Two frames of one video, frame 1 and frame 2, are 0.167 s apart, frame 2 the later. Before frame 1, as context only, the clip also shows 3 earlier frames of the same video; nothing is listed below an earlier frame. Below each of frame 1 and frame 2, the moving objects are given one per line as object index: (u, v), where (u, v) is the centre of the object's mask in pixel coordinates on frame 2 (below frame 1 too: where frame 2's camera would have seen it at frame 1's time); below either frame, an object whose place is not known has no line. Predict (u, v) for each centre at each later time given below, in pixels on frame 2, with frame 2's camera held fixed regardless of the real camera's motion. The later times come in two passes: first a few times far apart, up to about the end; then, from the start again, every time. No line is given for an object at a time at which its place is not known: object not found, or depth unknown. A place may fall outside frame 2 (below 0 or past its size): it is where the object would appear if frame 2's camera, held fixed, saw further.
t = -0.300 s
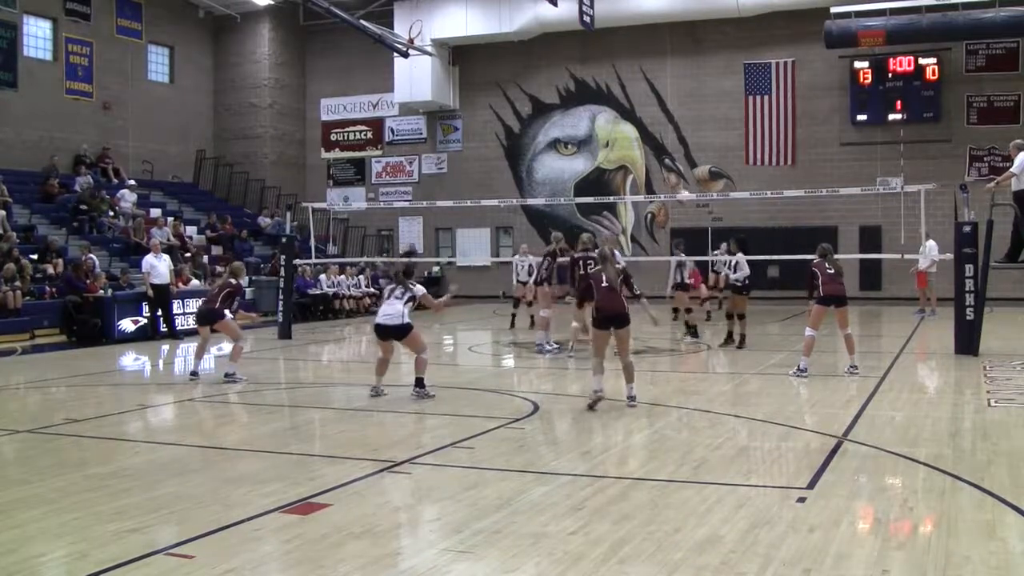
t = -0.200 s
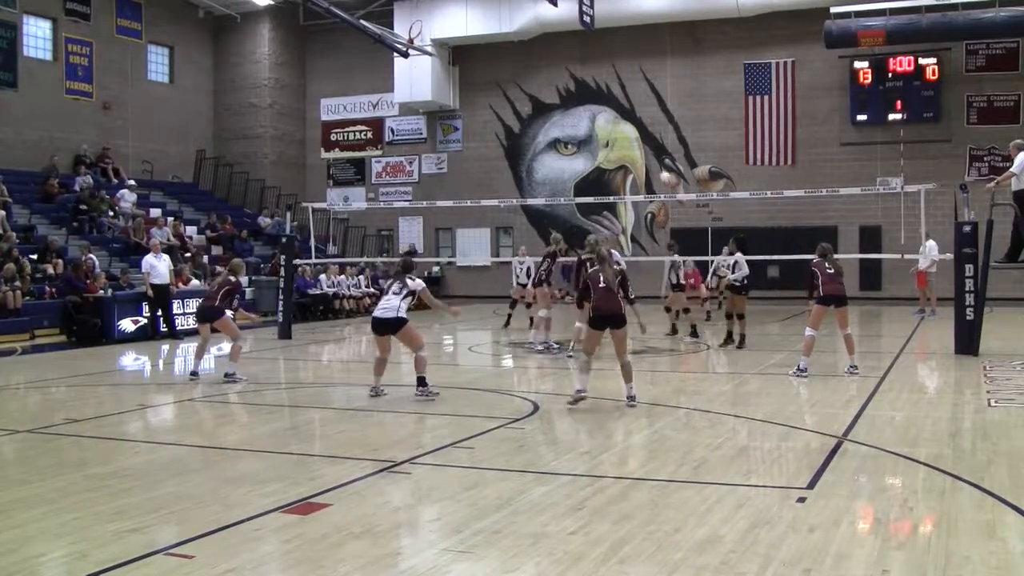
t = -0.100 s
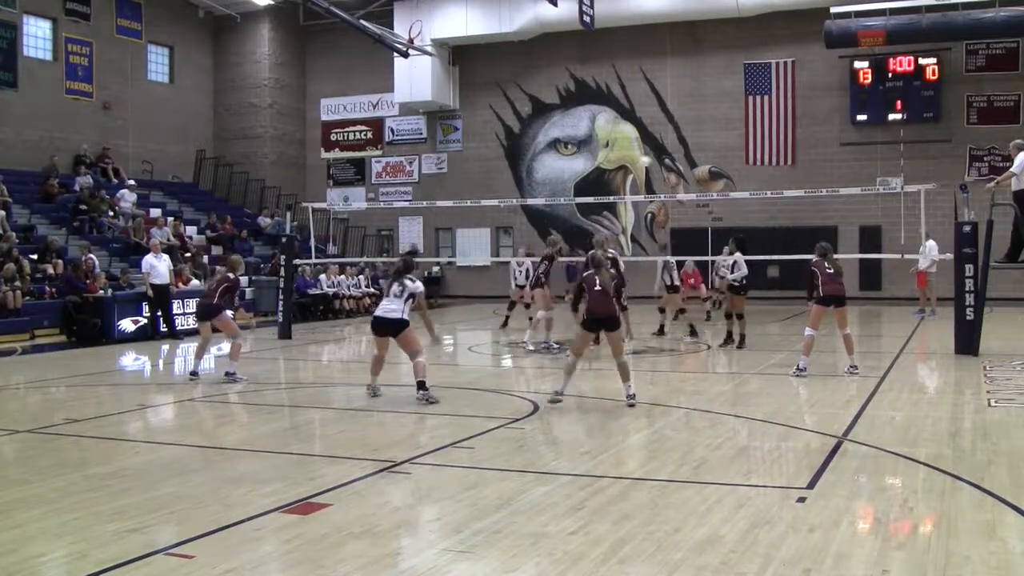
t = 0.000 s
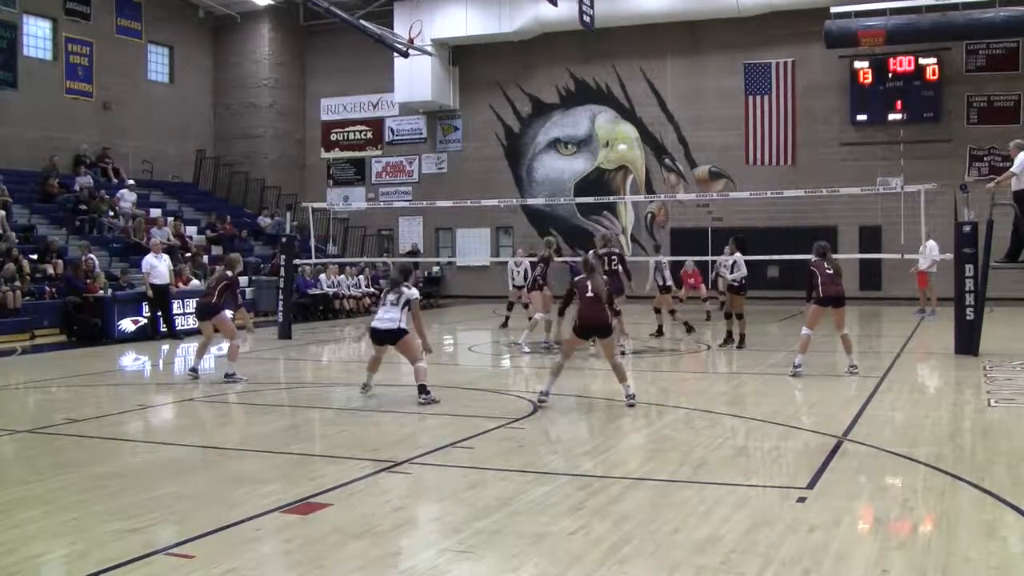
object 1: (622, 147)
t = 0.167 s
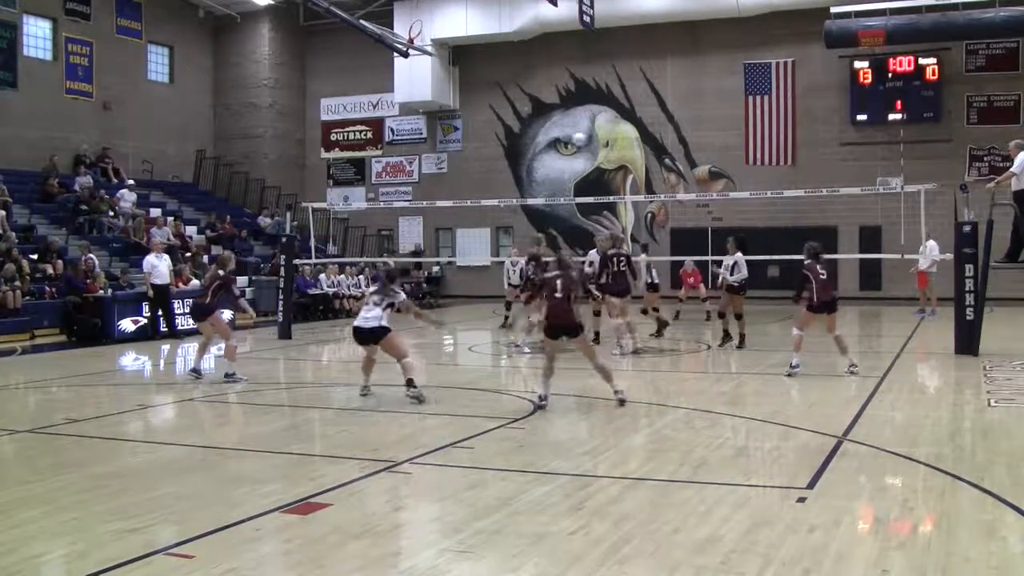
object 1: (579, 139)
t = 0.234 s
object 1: (558, 138)
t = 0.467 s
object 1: (469, 161)
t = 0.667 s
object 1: (365, 228)
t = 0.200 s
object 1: (569, 138)
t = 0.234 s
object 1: (558, 138)
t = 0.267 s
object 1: (545, 135)
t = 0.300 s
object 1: (534, 138)
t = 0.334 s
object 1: (523, 142)
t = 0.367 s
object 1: (511, 144)
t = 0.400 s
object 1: (498, 149)
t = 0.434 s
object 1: (485, 154)
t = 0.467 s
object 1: (469, 161)
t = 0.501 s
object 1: (455, 168)
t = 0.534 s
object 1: (439, 177)
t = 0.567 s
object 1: (422, 187)
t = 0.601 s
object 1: (405, 198)
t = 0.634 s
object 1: (385, 214)
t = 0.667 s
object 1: (365, 228)
